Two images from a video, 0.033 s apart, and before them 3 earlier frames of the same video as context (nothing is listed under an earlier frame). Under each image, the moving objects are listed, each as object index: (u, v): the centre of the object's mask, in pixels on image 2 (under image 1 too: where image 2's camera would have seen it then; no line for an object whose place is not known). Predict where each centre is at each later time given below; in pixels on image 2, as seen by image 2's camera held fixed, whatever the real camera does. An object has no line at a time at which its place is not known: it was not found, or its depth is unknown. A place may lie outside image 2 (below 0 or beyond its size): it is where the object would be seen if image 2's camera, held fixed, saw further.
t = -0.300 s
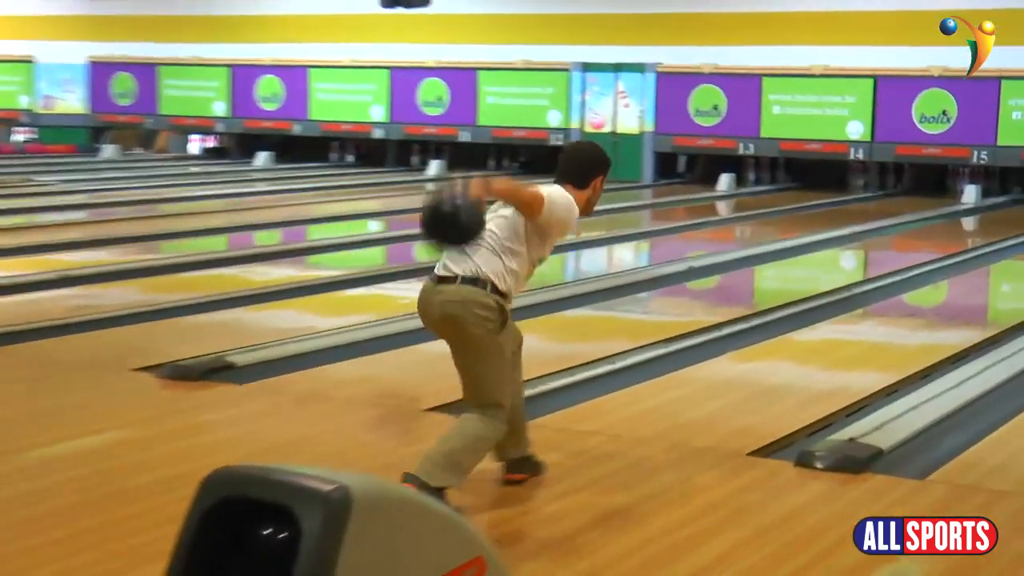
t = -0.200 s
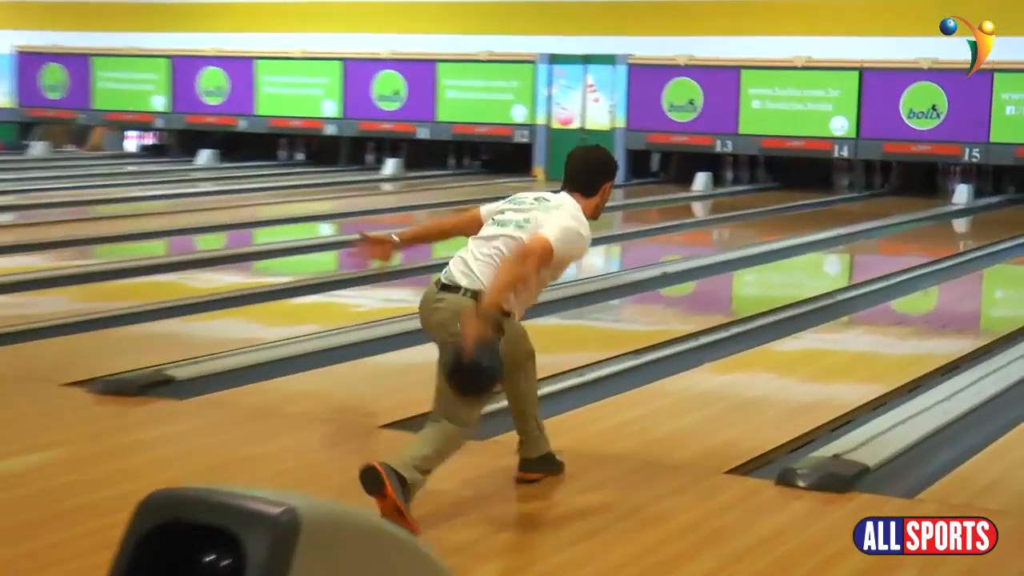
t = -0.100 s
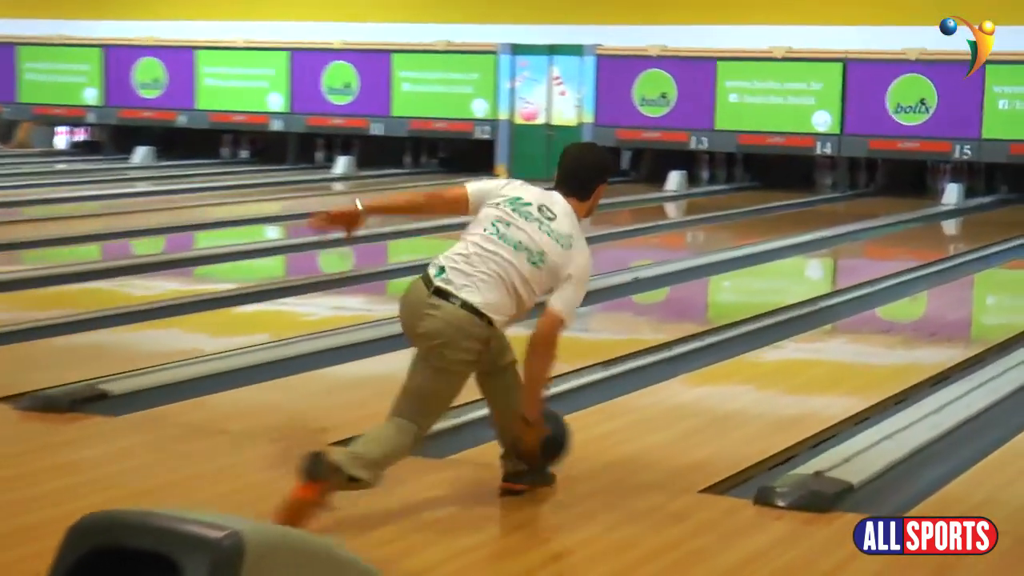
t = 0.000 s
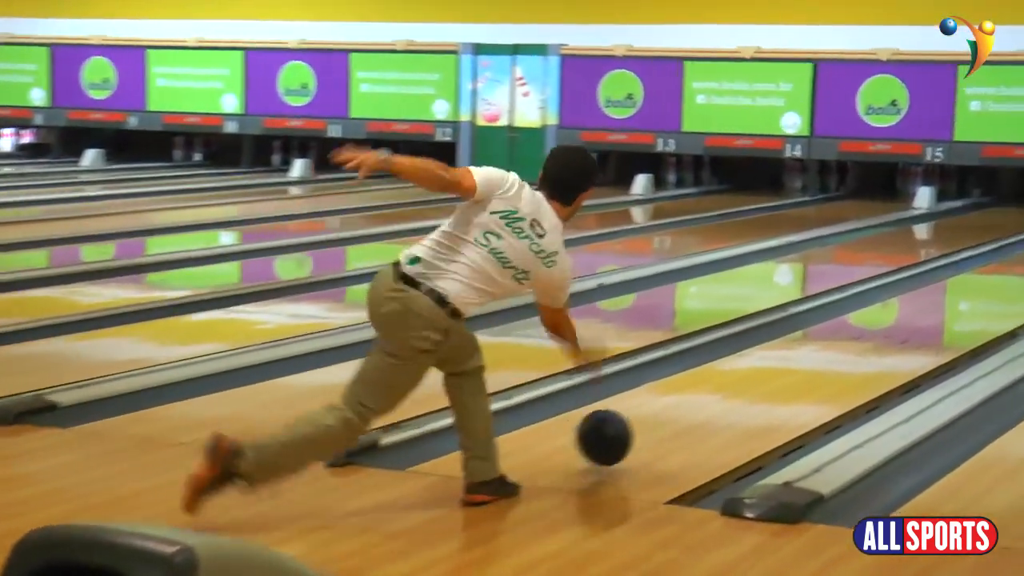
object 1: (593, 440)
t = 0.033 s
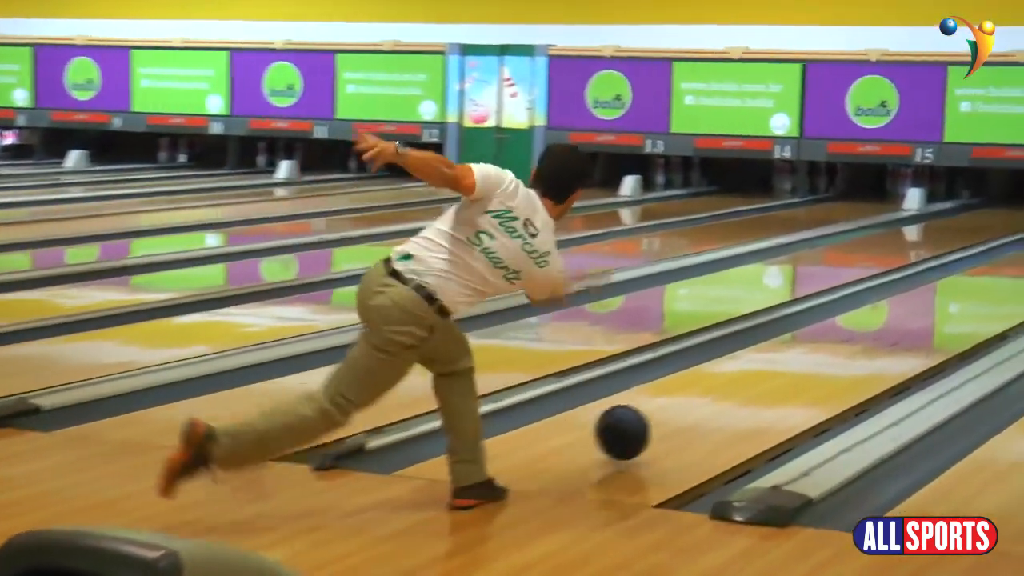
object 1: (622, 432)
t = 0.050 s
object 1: (636, 429)
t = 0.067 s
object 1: (650, 427)
